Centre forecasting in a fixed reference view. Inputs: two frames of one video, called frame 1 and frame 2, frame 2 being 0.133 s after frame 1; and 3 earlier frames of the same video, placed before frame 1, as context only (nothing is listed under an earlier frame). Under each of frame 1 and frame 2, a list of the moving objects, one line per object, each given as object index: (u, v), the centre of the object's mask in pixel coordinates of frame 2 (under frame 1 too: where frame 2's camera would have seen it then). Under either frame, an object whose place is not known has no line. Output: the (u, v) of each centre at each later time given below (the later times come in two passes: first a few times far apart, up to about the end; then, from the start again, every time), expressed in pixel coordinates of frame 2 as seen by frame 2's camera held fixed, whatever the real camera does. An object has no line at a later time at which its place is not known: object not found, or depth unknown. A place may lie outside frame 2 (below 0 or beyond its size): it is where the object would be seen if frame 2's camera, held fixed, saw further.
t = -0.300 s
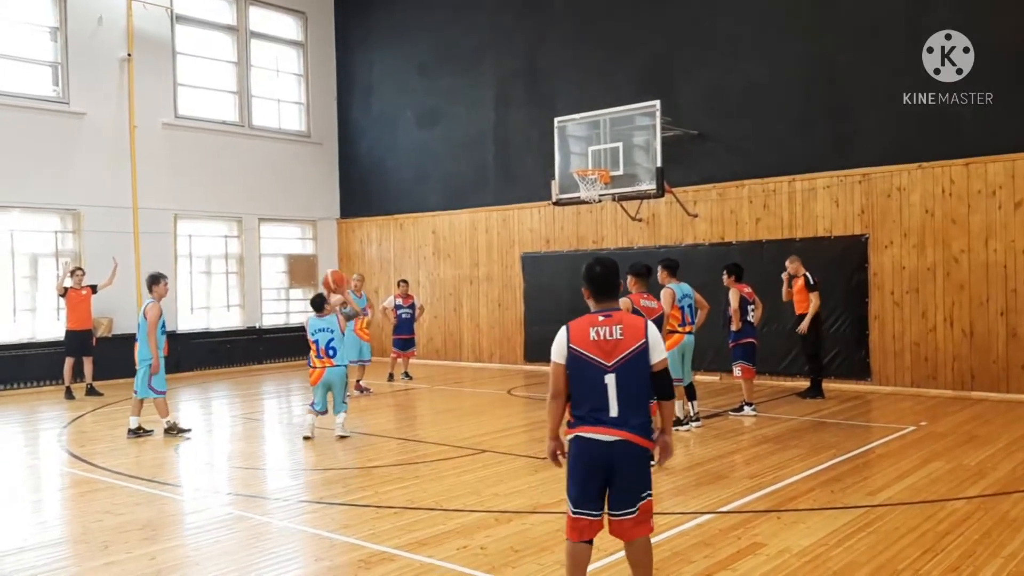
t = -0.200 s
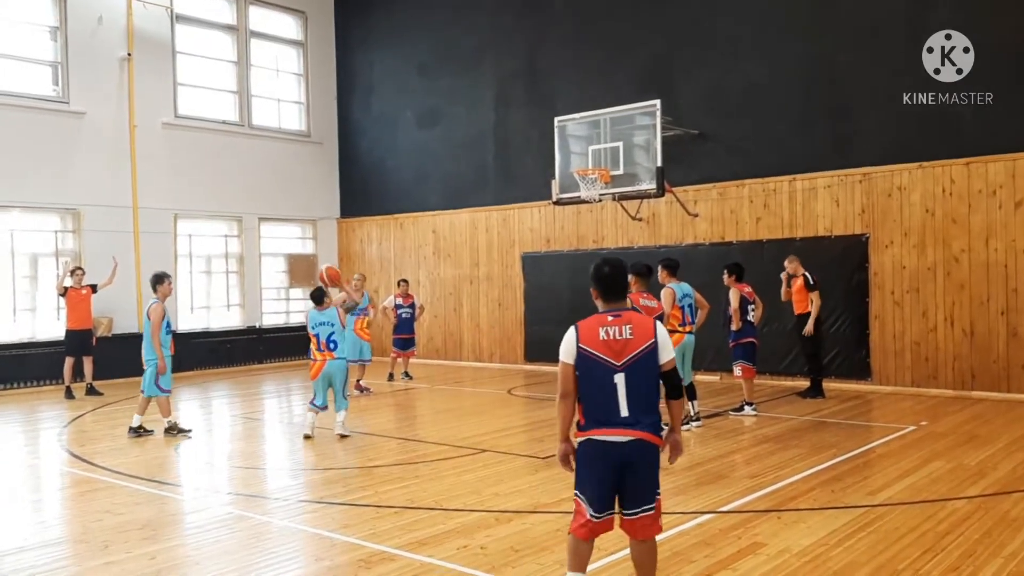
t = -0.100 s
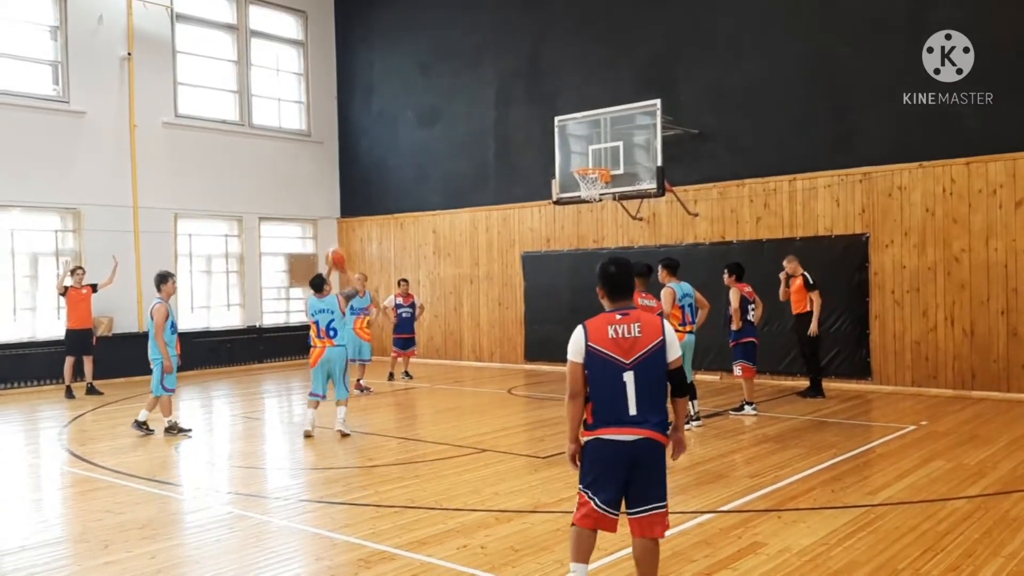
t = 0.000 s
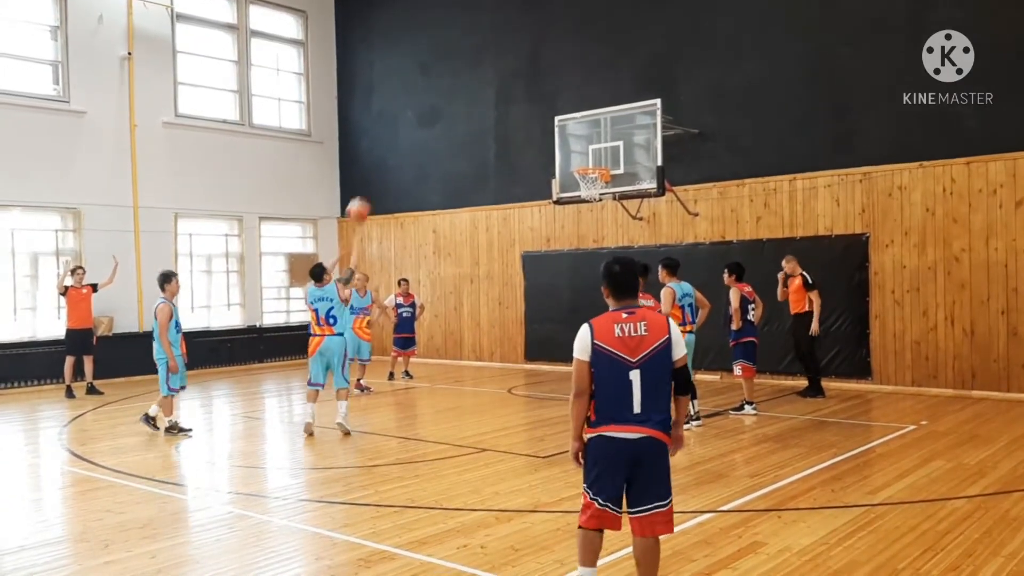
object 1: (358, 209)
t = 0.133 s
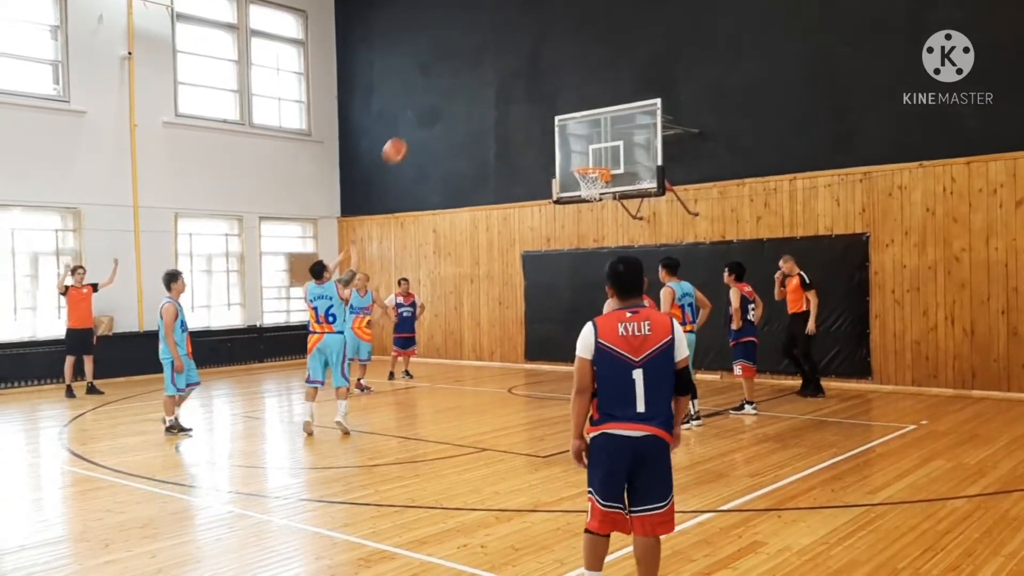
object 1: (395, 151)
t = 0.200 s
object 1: (412, 127)
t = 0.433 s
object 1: (469, 83)
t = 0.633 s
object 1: (513, 82)
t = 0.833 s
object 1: (553, 109)
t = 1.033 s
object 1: (590, 162)
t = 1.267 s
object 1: (593, 188)
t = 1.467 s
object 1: (582, 202)
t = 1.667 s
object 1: (576, 243)
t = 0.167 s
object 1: (403, 139)
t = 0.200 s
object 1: (412, 127)
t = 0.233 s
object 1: (421, 118)
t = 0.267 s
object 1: (429, 110)
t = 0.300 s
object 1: (438, 102)
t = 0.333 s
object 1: (445, 96)
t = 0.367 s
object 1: (453, 90)
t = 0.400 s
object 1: (461, 86)
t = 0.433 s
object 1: (469, 83)
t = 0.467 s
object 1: (477, 80)
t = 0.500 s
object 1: (484, 79)
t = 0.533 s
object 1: (492, 78)
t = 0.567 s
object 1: (499, 79)
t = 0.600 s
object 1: (506, 80)
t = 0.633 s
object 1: (513, 82)
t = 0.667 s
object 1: (520, 85)
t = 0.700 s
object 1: (527, 88)
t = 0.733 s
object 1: (533, 92)
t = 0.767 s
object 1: (540, 97)
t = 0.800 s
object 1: (547, 103)
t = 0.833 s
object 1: (553, 109)
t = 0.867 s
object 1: (559, 117)
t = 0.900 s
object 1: (566, 126)
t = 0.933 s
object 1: (572, 134)
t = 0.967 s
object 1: (579, 143)
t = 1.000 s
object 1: (585, 154)
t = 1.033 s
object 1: (590, 162)
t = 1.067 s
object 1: (594, 164)
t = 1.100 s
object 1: (598, 166)
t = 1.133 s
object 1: (603, 178)
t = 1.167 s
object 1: (603, 179)
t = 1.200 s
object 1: (603, 178)
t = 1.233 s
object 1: (604, 178)
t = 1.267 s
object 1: (593, 188)
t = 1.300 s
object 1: (591, 195)
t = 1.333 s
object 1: (589, 195)
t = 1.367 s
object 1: (586, 197)
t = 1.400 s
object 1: (583, 198)
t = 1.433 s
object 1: (582, 200)
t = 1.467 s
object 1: (582, 202)
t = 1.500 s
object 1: (581, 206)
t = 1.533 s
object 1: (580, 213)
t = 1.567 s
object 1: (579, 220)
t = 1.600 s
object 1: (578, 227)
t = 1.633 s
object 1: (577, 235)
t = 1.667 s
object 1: (576, 243)
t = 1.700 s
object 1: (573, 254)
